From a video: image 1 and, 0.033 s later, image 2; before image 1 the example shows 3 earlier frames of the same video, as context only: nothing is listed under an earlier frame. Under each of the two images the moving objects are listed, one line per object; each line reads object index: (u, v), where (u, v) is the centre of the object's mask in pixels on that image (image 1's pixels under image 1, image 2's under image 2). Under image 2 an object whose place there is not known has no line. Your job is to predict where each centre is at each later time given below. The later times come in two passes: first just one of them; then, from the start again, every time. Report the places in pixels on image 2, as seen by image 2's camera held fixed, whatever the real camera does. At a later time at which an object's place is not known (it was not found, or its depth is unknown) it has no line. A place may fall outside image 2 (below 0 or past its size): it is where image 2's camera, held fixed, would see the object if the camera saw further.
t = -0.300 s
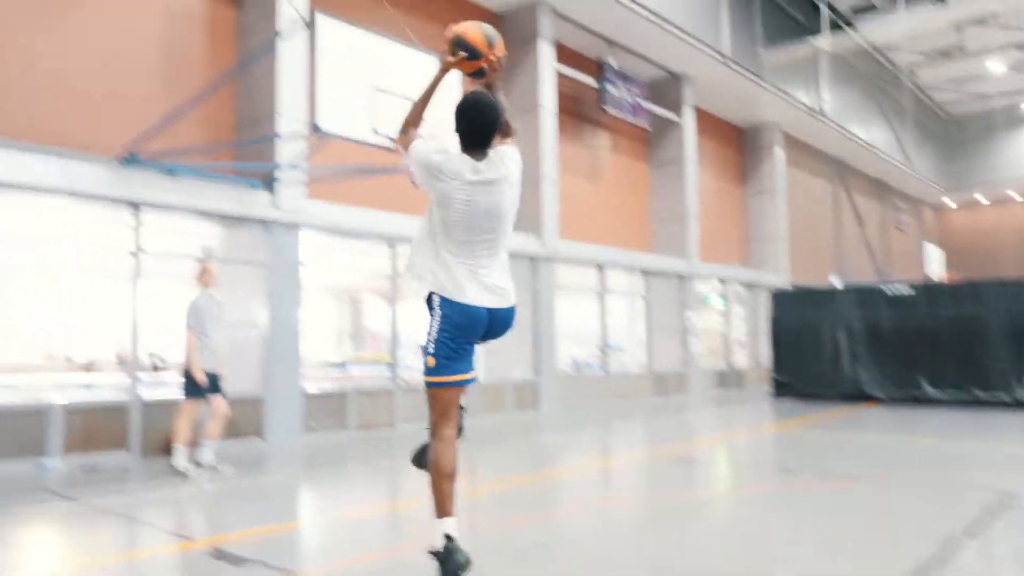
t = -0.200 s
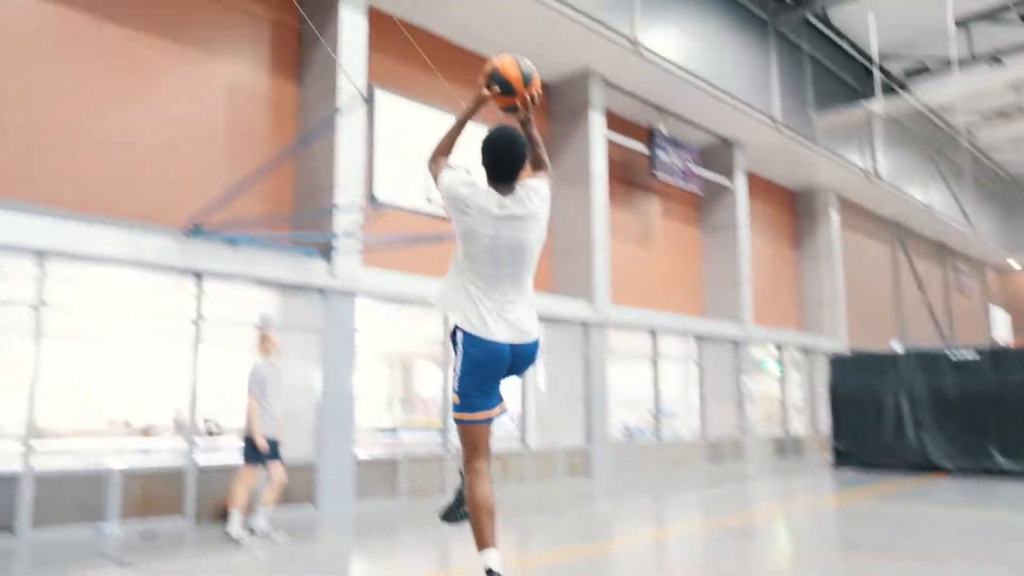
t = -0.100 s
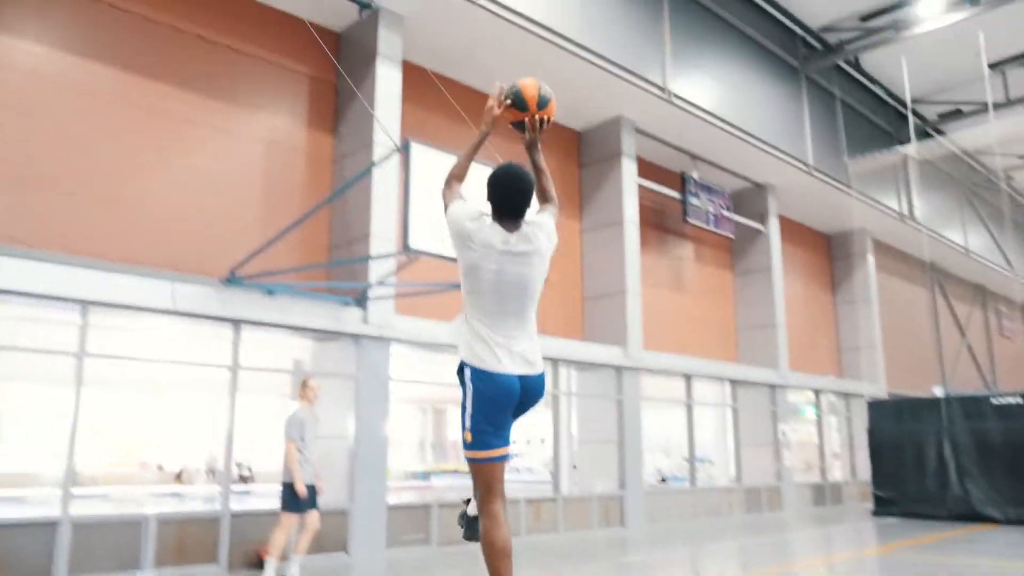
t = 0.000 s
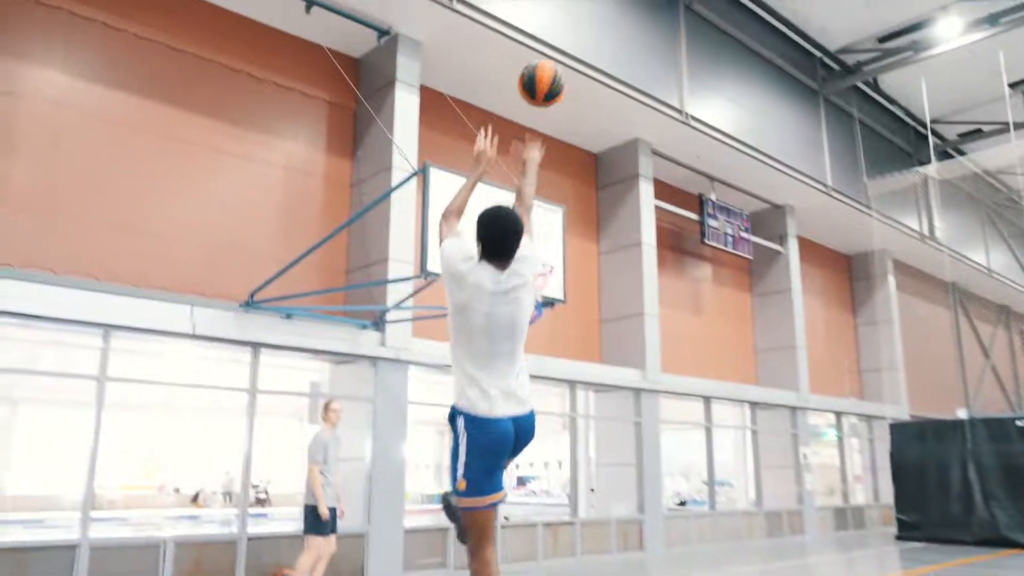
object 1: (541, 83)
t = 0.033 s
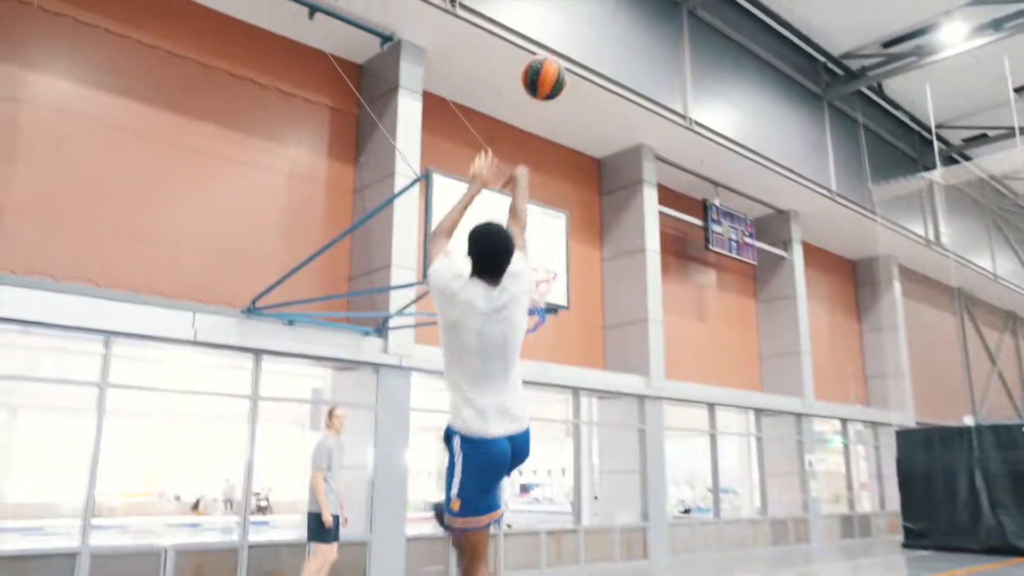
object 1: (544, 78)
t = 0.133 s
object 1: (544, 64)
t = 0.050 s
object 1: (544, 74)
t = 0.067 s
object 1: (545, 72)
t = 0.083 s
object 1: (545, 70)
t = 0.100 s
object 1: (544, 68)
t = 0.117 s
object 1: (543, 65)
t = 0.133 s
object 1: (544, 64)
